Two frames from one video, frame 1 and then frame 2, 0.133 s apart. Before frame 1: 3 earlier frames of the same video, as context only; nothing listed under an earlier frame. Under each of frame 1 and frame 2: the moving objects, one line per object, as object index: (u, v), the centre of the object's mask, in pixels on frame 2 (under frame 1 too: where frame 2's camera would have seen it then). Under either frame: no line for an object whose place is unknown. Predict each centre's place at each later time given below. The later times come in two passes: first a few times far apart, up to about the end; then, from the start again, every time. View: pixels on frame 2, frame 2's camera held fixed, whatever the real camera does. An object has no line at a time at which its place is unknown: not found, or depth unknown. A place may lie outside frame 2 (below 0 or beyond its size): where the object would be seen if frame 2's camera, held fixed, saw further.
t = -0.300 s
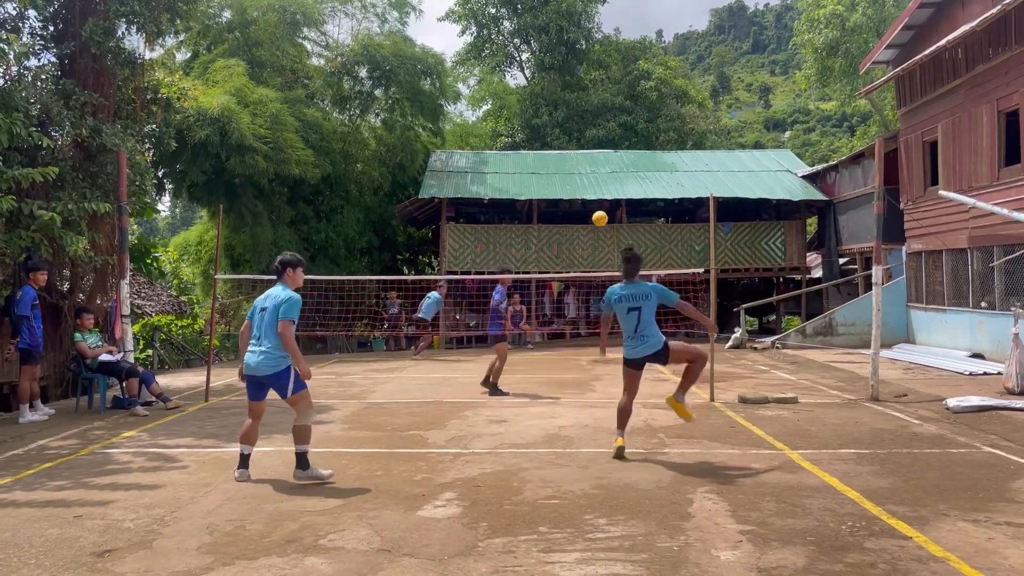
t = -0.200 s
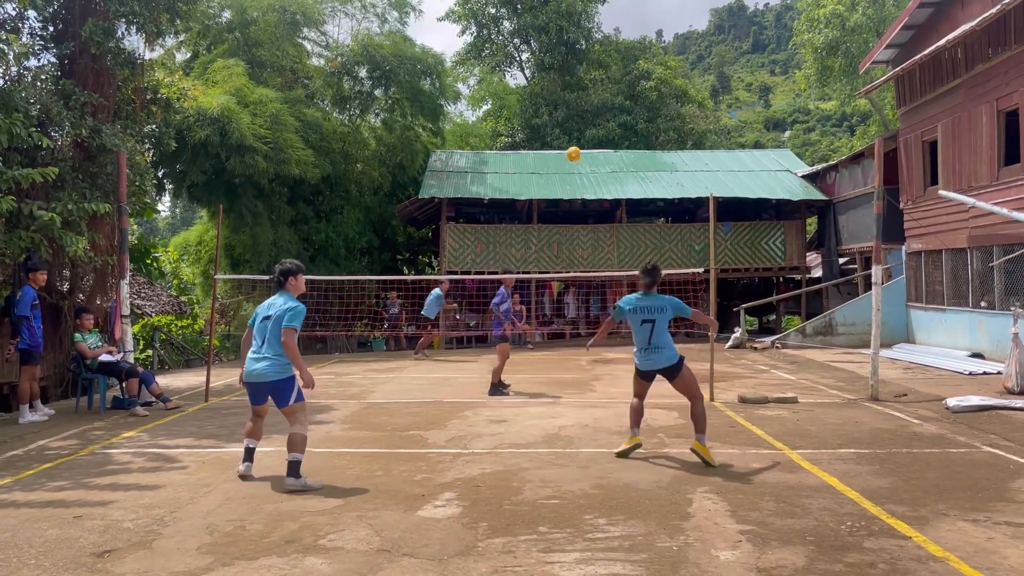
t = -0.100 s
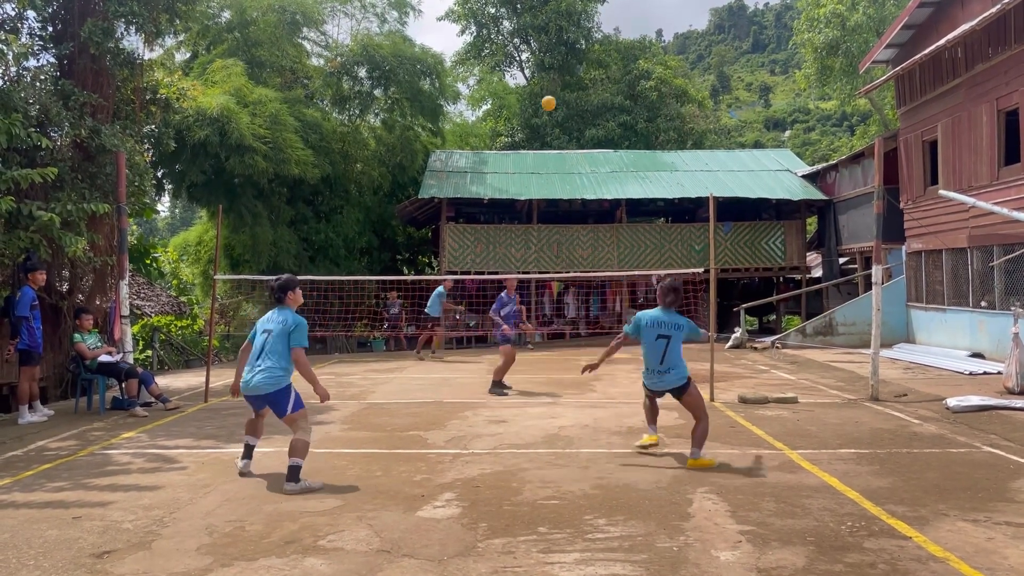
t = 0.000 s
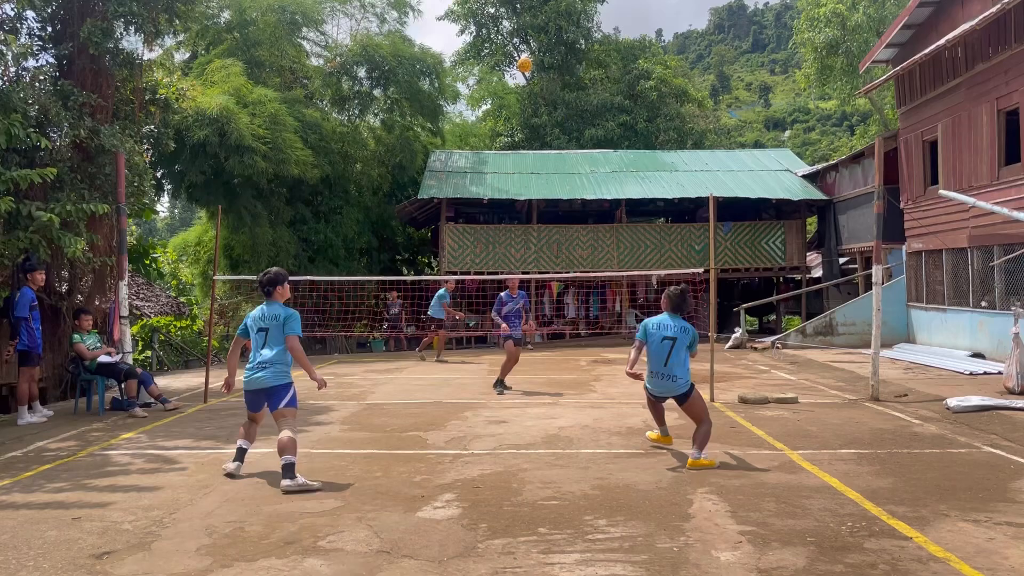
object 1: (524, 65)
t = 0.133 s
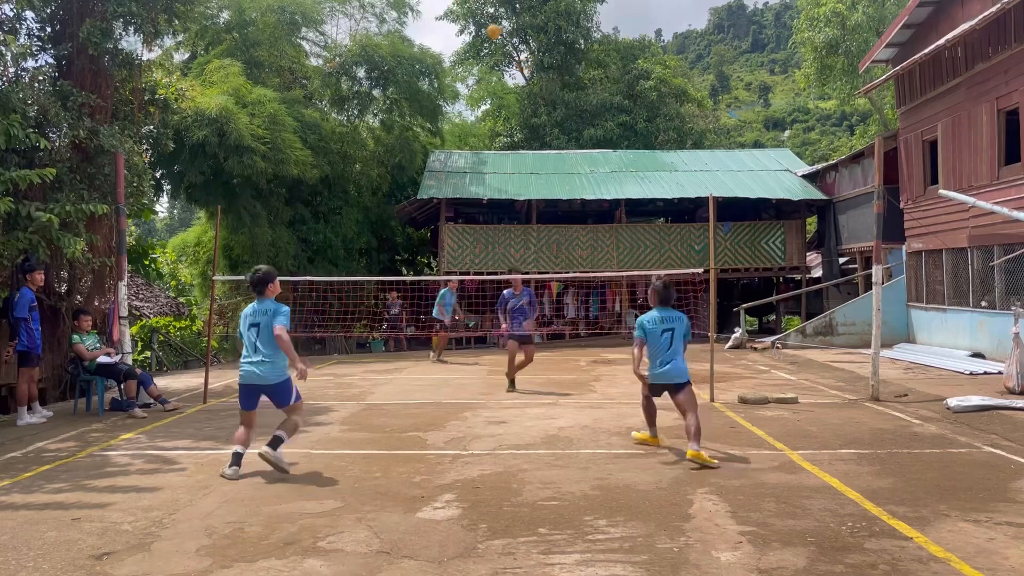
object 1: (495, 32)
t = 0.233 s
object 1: (472, 20)
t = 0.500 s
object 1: (419, 40)
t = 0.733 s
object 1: (377, 111)
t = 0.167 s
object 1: (487, 27)
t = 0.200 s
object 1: (480, 23)
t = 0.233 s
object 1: (472, 20)
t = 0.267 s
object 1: (465, 19)
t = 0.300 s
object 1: (459, 19)
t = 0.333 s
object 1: (452, 19)
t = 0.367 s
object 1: (445, 22)
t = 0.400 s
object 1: (438, 24)
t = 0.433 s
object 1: (432, 29)
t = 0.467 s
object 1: (425, 34)
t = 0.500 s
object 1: (419, 40)
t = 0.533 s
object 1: (413, 47)
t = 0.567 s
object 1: (406, 55)
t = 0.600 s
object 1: (400, 65)
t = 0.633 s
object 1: (394, 75)
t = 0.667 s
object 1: (388, 86)
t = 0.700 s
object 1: (382, 98)
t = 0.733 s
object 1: (377, 111)
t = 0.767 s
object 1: (372, 125)
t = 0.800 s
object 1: (366, 140)
